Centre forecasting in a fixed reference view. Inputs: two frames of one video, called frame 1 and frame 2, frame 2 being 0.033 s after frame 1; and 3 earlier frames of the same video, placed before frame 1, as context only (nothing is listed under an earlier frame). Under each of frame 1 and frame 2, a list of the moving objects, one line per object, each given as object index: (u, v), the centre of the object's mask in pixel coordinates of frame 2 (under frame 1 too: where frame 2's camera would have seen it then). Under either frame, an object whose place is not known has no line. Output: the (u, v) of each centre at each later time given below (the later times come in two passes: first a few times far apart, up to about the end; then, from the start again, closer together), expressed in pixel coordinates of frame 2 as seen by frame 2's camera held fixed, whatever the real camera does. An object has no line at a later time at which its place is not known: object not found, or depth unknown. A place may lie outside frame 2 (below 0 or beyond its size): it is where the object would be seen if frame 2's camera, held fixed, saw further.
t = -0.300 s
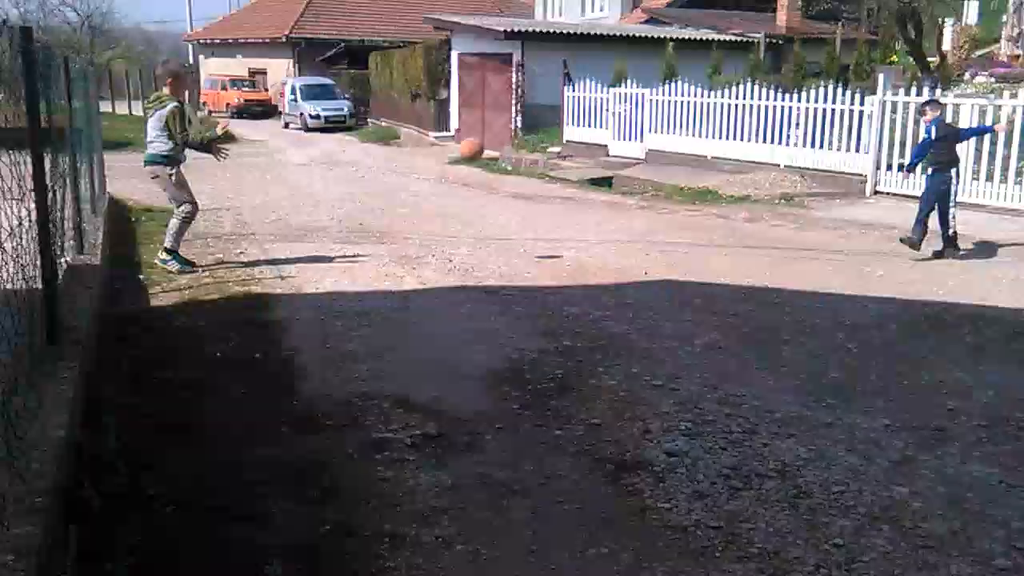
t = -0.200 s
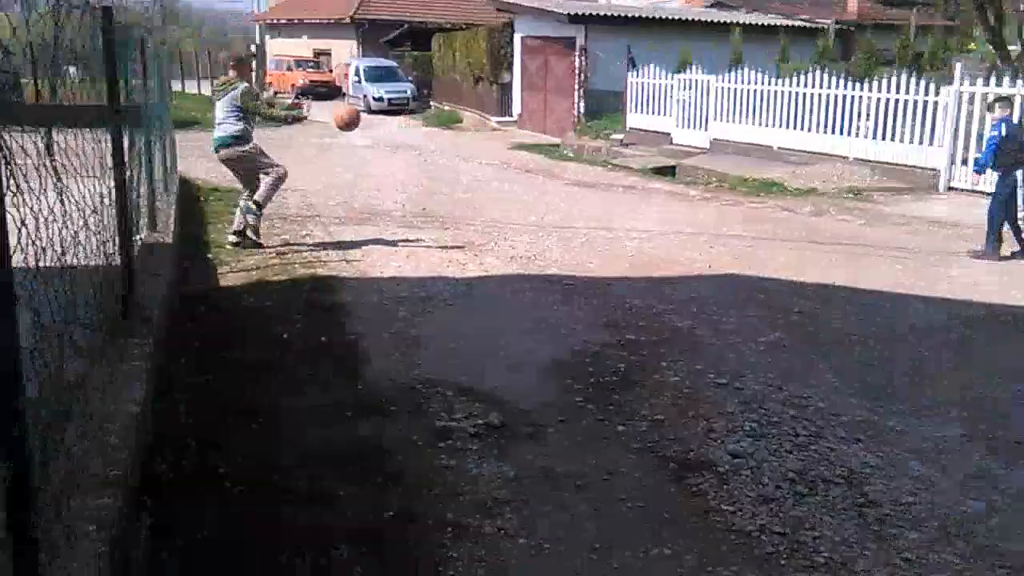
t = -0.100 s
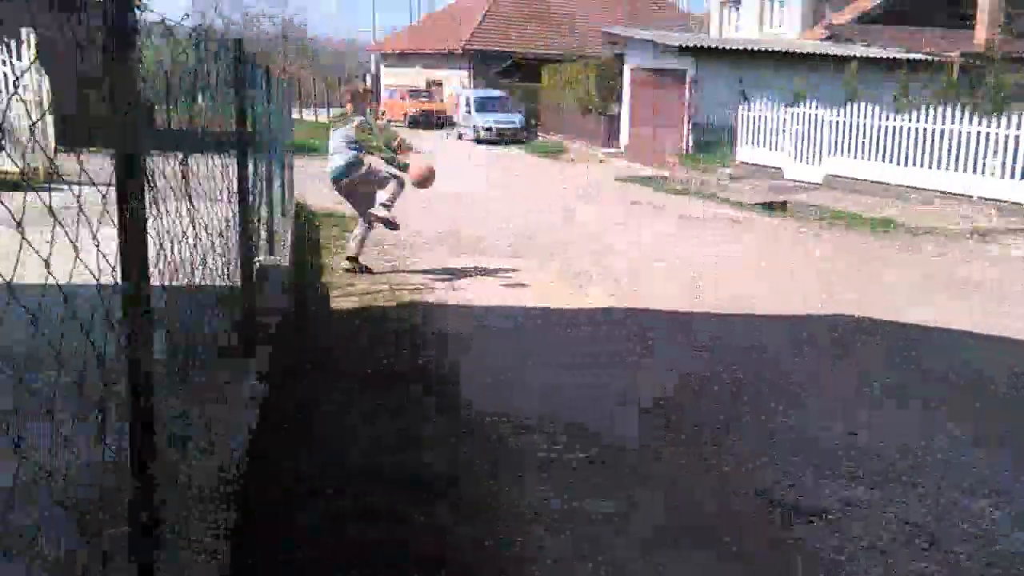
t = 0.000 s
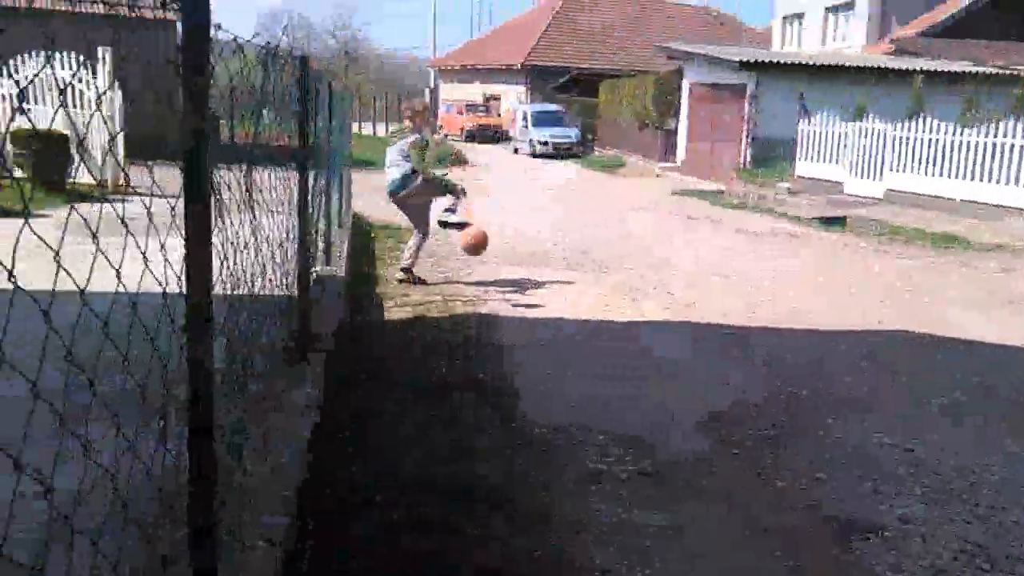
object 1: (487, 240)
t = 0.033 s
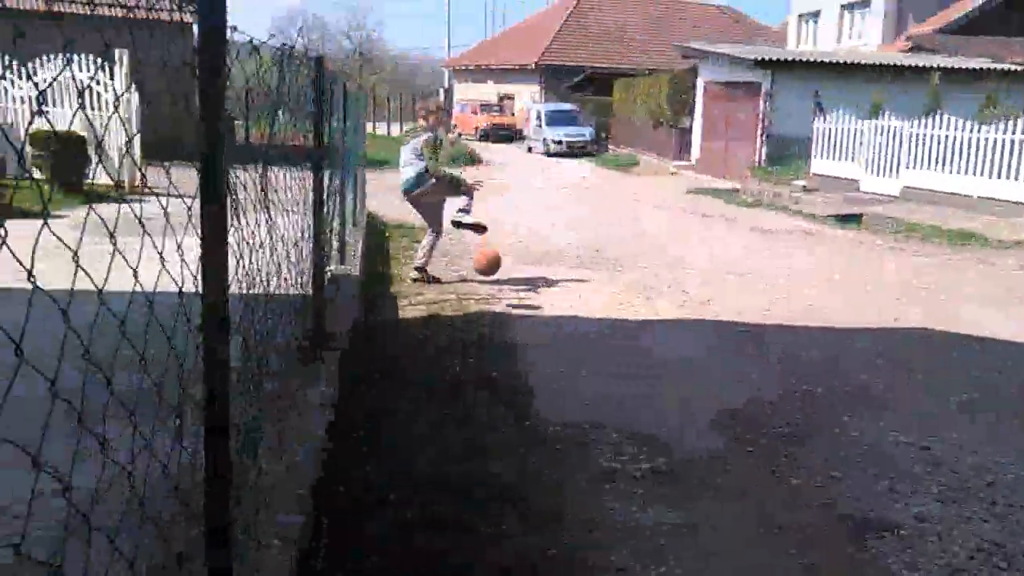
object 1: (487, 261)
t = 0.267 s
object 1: (501, 259)
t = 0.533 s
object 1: (527, 295)
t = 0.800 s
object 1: (561, 319)
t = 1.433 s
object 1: (634, 385)
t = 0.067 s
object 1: (487, 286)
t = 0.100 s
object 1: (484, 295)
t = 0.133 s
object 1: (489, 287)
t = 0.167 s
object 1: (491, 277)
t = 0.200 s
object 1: (494, 269)
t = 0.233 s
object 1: (497, 263)
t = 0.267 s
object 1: (501, 259)
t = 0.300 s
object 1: (504, 257)
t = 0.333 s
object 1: (507, 256)
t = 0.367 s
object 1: (510, 258)
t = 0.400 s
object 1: (513, 261)
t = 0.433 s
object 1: (516, 267)
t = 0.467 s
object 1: (520, 274)
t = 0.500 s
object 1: (523, 283)
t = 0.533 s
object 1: (527, 295)
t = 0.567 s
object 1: (531, 309)
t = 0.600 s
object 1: (534, 326)
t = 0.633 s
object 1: (538, 327)
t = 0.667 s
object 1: (542, 321)
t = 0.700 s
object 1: (547, 317)
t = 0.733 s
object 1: (552, 316)
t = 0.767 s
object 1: (556, 317)
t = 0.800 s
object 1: (561, 319)
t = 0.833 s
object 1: (565, 324)
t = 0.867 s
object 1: (569, 331)
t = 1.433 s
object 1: (634, 385)
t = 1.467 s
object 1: (638, 388)
